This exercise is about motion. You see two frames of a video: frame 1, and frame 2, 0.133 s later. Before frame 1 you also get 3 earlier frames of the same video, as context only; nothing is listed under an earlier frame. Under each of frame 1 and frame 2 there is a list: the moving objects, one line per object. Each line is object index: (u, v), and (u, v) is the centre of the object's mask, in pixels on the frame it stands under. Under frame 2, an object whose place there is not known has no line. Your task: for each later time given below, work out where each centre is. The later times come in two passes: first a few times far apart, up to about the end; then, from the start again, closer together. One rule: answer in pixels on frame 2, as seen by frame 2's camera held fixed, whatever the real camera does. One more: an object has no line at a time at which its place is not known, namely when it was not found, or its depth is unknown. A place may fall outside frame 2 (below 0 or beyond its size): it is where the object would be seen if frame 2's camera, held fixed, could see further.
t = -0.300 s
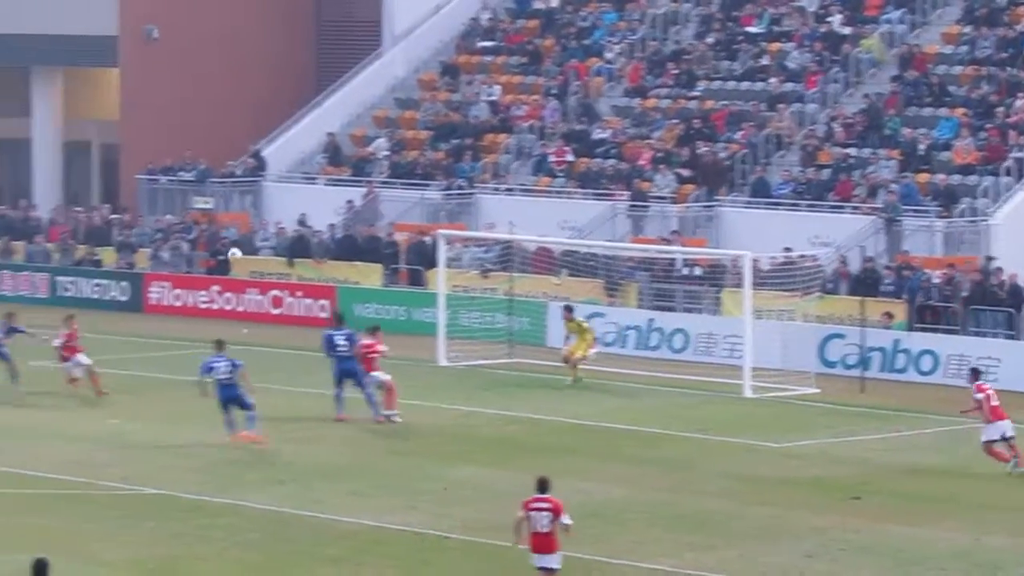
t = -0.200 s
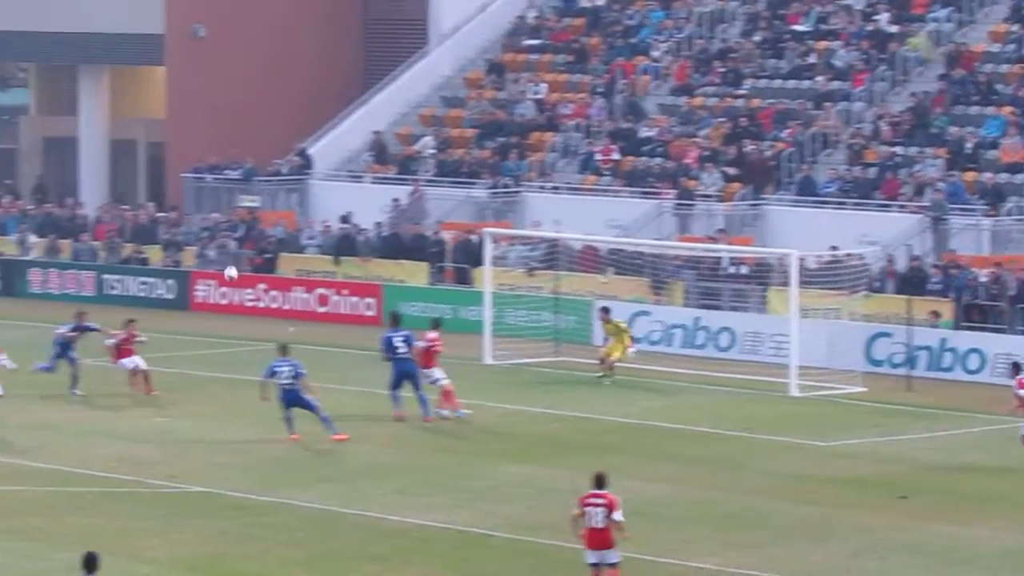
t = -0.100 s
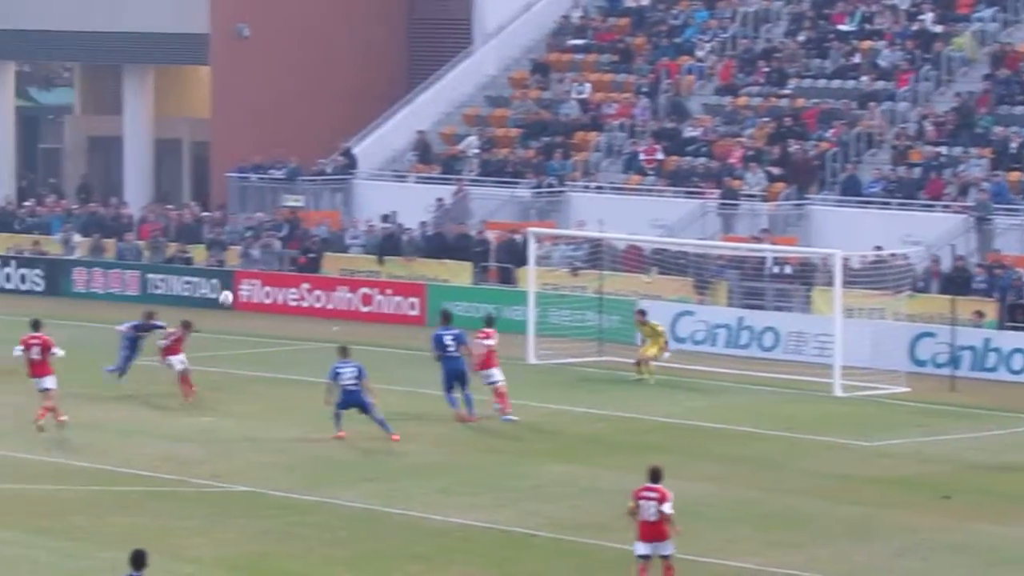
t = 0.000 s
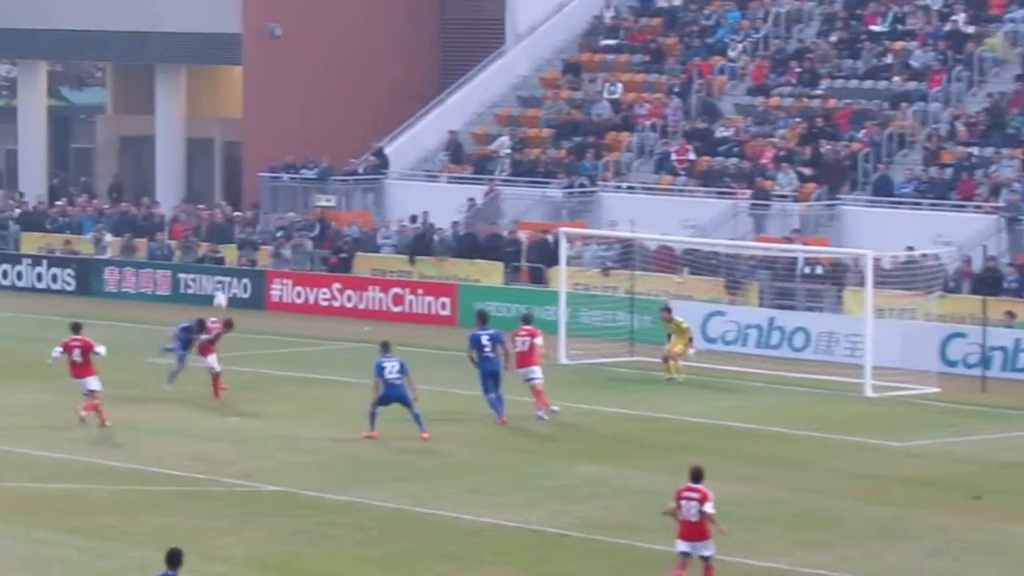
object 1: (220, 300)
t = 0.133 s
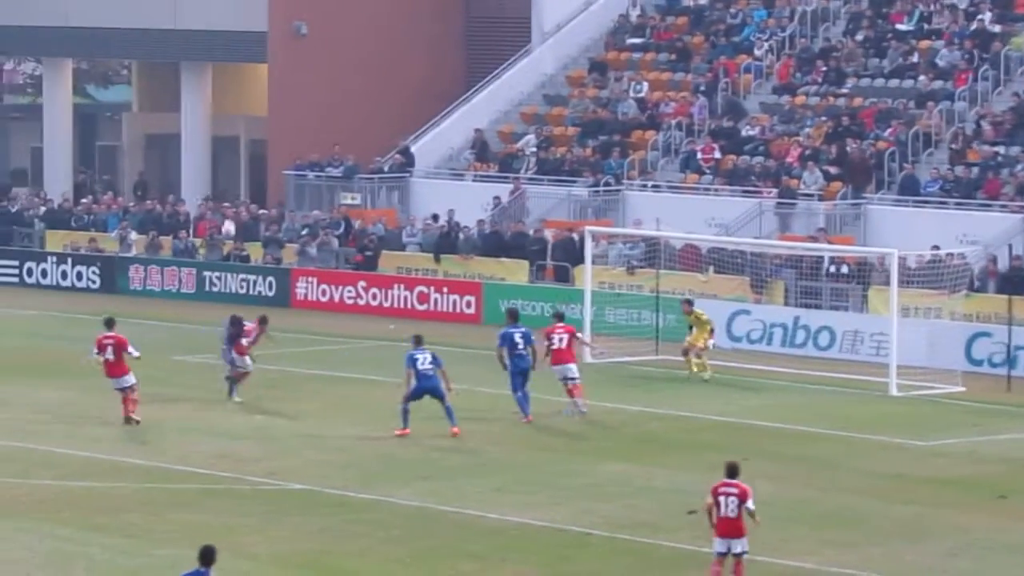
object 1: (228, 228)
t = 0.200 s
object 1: (219, 196)
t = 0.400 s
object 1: (189, 116)
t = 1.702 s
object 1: (-51, 191)
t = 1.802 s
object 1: (-71, 245)
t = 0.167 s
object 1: (224, 211)
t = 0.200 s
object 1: (219, 196)
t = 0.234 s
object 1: (214, 182)
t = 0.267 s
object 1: (210, 168)
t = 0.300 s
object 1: (205, 152)
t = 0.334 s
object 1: (199, 140)
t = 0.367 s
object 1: (193, 128)
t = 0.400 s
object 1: (189, 116)
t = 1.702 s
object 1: (-51, 191)
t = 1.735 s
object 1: (-58, 209)
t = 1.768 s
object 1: (-64, 226)
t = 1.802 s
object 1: (-71, 245)
